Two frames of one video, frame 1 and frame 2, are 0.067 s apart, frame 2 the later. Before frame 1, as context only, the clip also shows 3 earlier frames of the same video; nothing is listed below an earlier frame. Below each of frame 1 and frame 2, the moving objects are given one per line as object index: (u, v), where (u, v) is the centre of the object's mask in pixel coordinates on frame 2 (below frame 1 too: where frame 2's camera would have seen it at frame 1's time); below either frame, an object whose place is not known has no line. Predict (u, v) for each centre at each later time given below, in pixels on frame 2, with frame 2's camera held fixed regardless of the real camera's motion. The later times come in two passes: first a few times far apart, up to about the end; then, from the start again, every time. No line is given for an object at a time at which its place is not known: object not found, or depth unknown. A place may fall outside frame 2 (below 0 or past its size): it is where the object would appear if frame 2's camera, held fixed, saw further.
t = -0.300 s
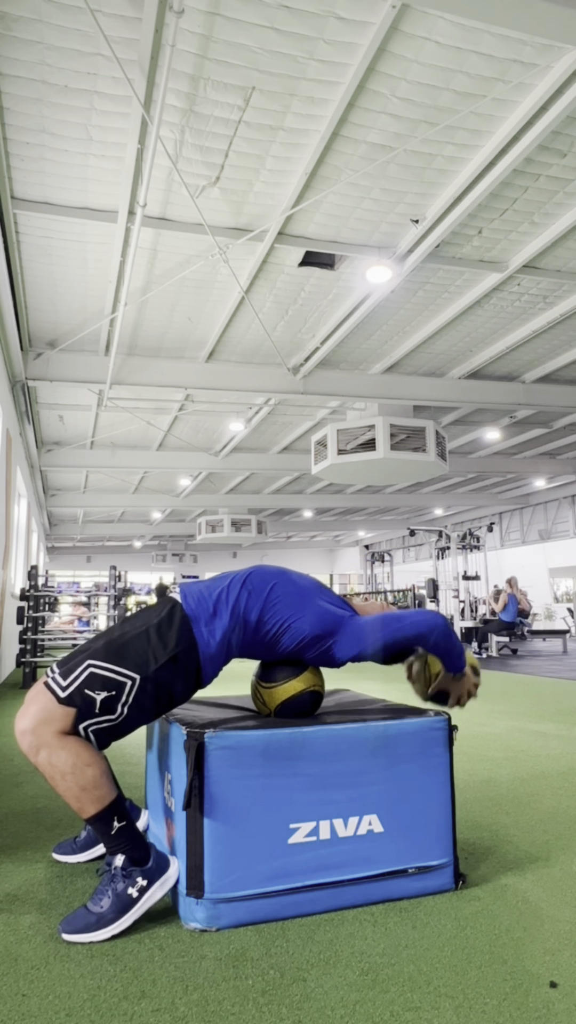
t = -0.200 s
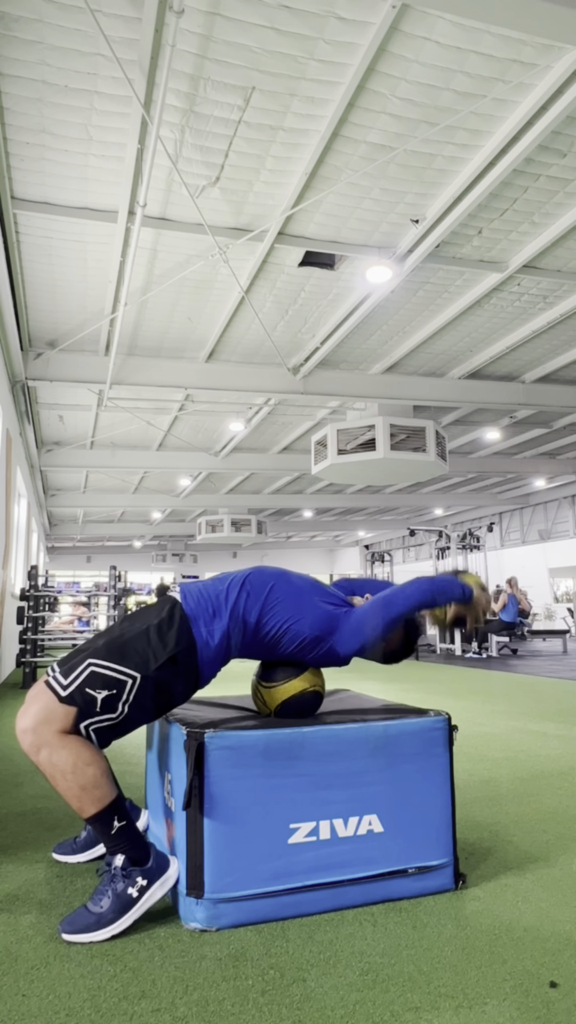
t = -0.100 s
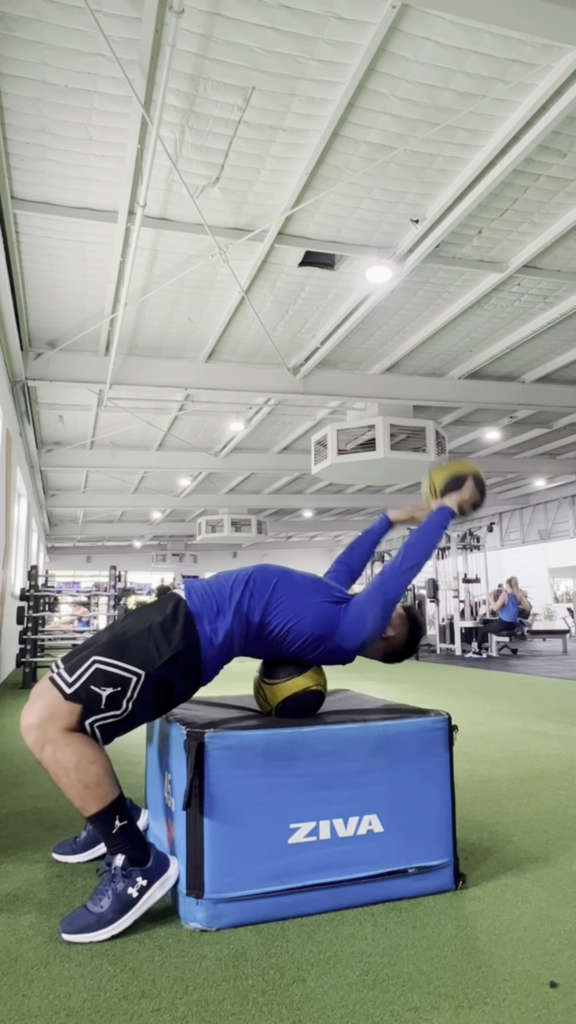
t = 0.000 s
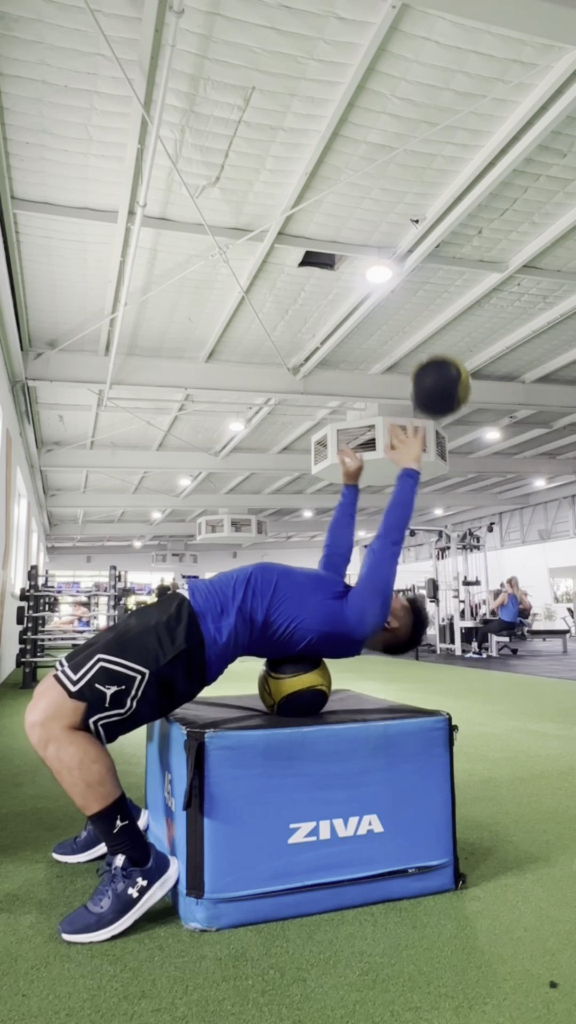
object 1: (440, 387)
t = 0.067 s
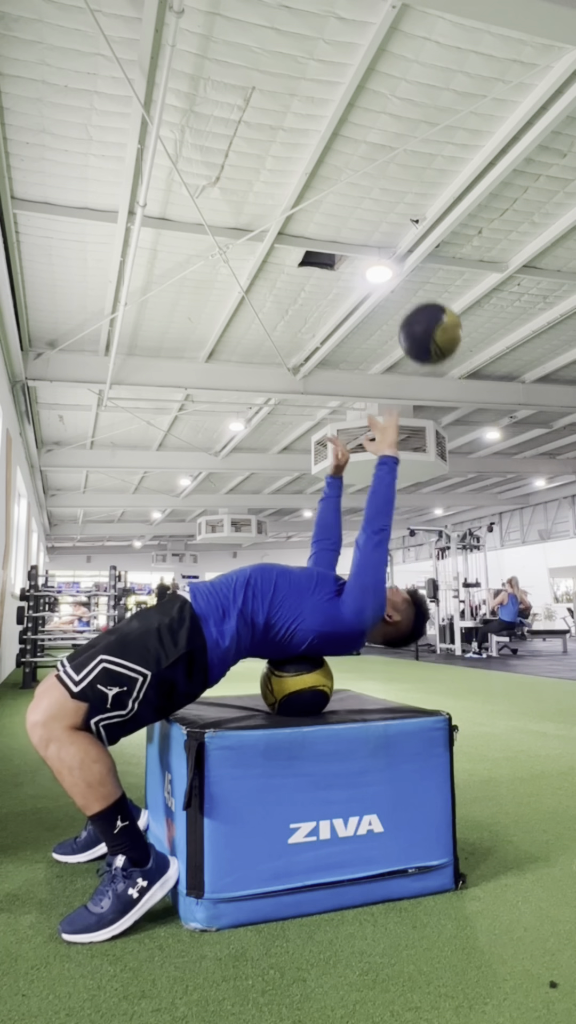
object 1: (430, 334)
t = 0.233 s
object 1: (410, 254)
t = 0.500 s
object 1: (379, 274)
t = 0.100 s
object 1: (426, 312)
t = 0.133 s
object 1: (421, 292)
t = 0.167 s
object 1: (418, 277)
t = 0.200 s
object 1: (414, 264)
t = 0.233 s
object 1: (410, 254)
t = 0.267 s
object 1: (407, 246)
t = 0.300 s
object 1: (402, 242)
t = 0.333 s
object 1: (398, 240)
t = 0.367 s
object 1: (394, 241)
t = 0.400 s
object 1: (391, 245)
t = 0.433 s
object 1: (386, 253)
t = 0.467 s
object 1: (383, 262)
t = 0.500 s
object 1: (379, 274)
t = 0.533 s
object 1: (376, 290)
